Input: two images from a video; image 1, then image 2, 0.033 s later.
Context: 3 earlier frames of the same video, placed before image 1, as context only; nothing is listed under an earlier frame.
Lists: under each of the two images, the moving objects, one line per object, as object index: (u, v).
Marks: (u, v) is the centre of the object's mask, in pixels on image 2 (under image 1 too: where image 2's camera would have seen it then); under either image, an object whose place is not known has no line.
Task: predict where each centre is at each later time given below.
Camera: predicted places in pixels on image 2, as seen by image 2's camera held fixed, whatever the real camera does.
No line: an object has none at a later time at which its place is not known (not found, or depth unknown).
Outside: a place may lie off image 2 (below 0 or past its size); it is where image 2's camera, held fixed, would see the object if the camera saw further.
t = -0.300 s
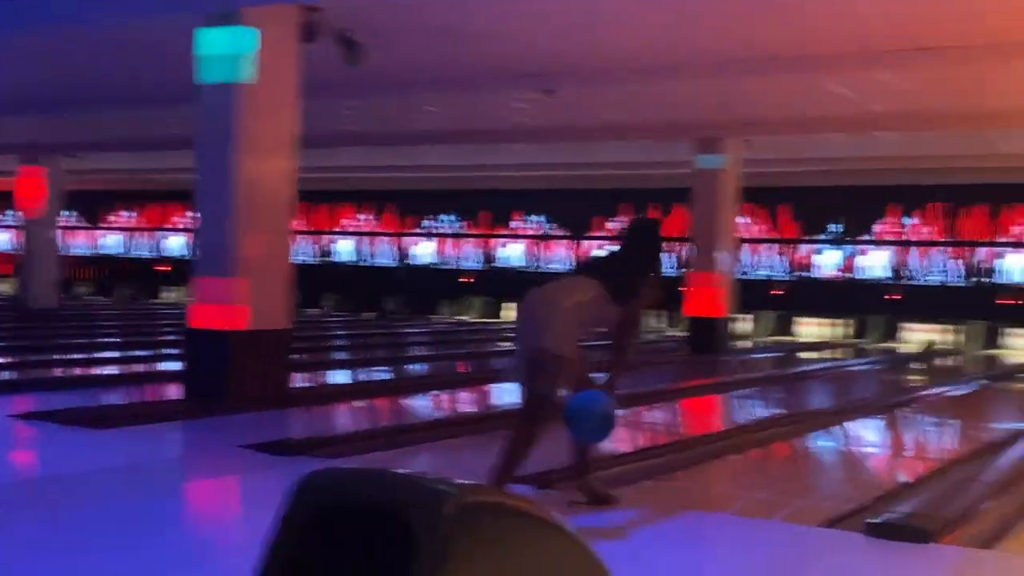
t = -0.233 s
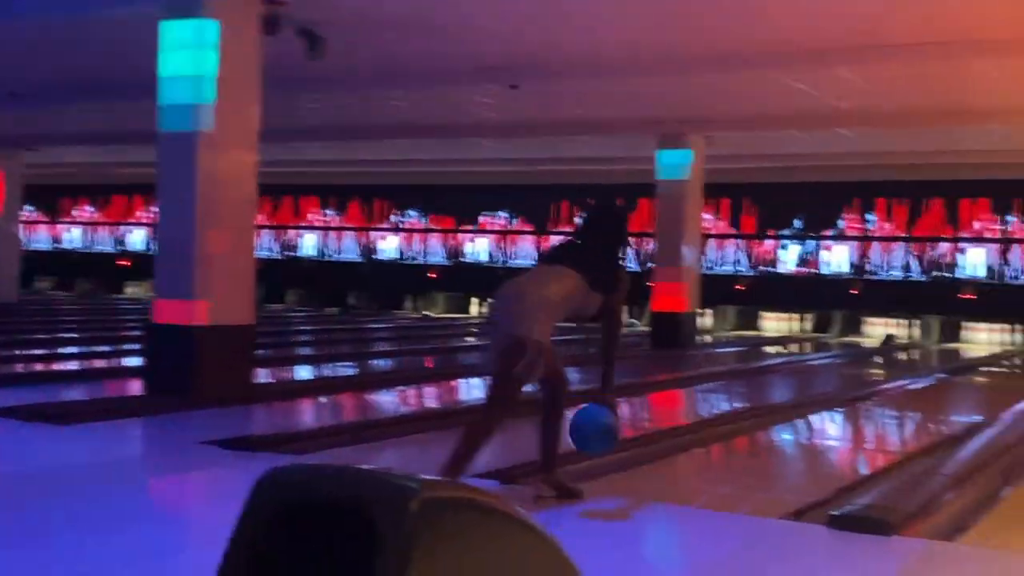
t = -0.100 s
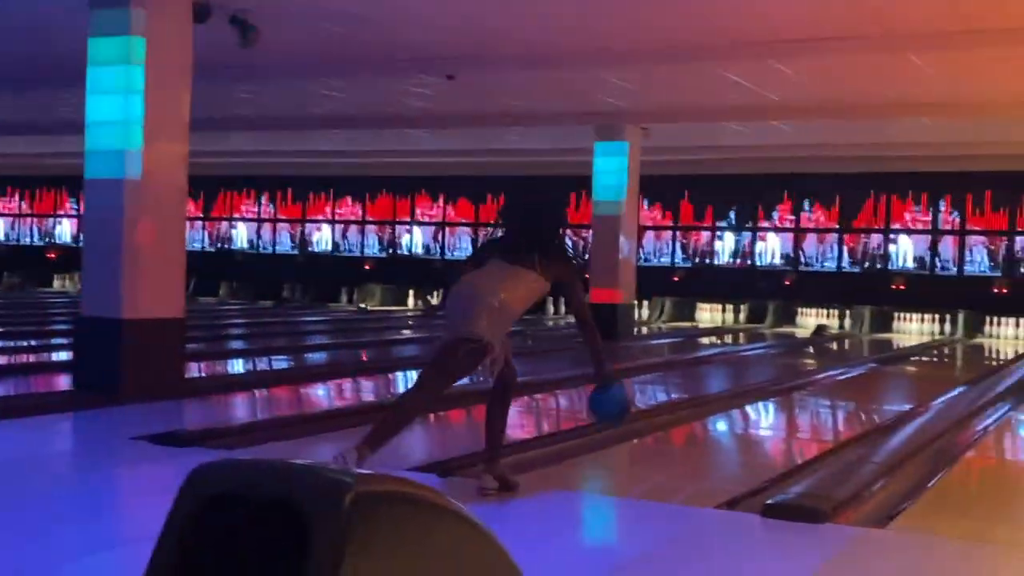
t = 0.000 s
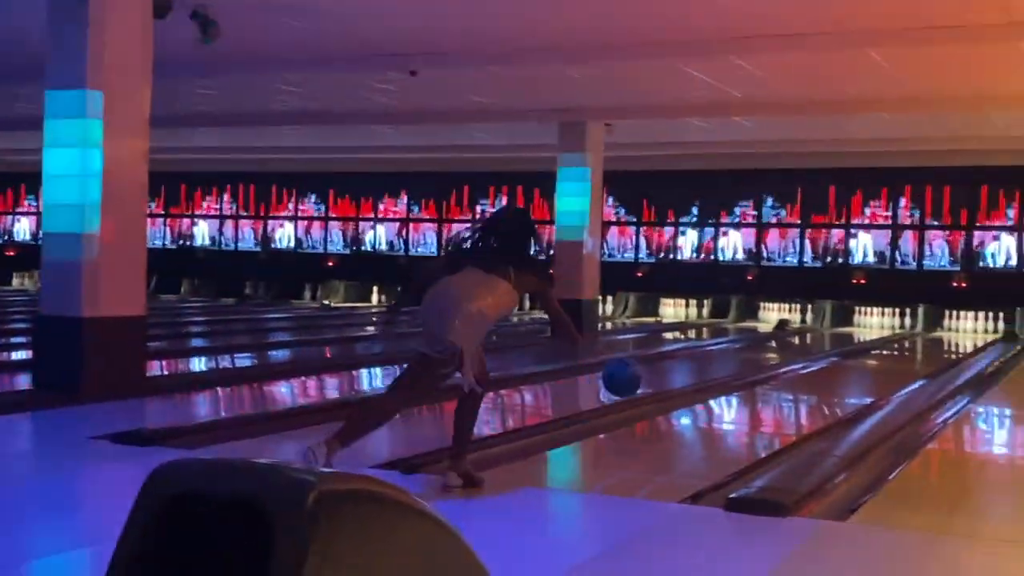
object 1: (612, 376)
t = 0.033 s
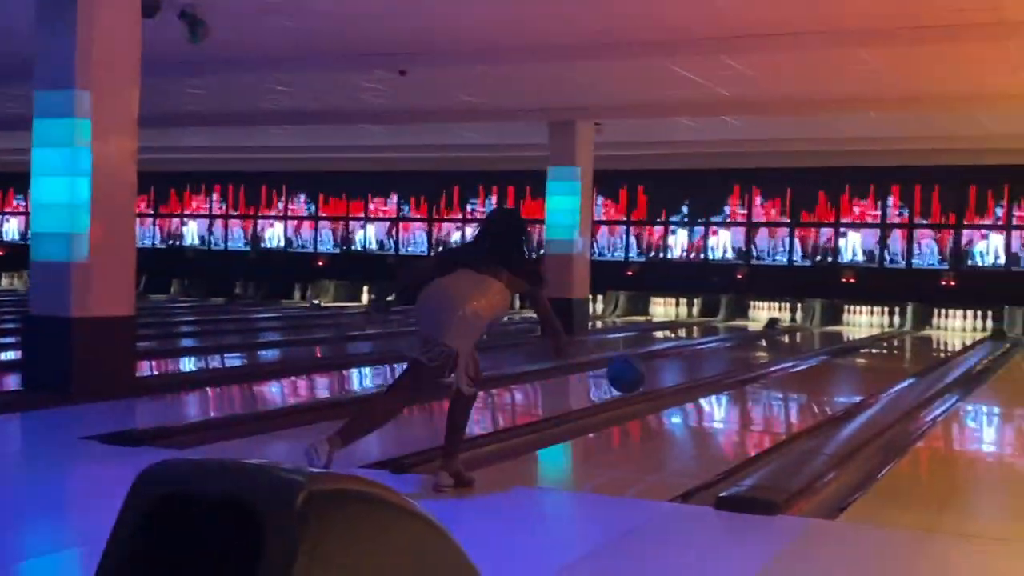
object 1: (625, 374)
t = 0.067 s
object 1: (637, 375)
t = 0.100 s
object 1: (651, 375)
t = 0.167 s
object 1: (673, 384)
